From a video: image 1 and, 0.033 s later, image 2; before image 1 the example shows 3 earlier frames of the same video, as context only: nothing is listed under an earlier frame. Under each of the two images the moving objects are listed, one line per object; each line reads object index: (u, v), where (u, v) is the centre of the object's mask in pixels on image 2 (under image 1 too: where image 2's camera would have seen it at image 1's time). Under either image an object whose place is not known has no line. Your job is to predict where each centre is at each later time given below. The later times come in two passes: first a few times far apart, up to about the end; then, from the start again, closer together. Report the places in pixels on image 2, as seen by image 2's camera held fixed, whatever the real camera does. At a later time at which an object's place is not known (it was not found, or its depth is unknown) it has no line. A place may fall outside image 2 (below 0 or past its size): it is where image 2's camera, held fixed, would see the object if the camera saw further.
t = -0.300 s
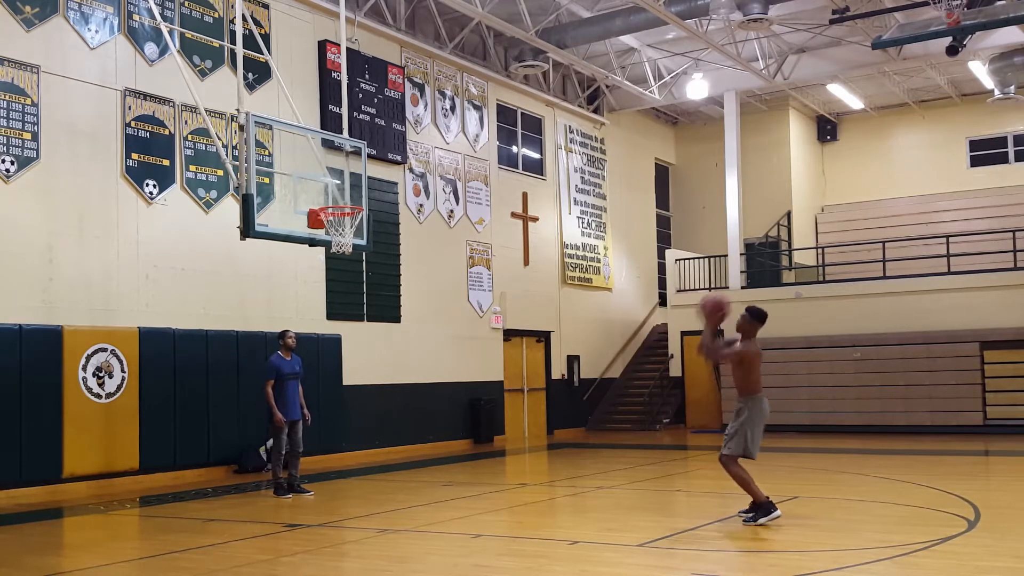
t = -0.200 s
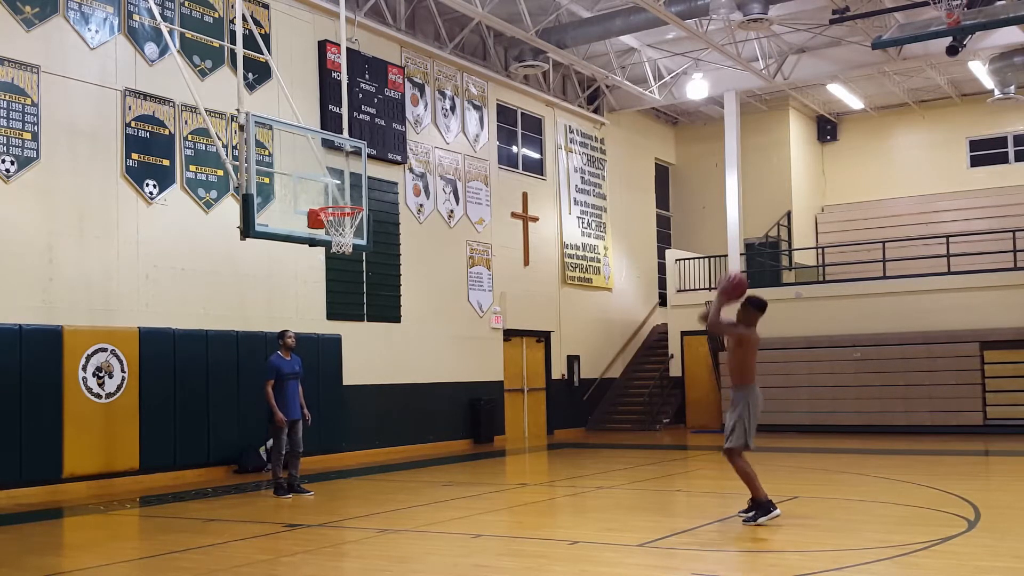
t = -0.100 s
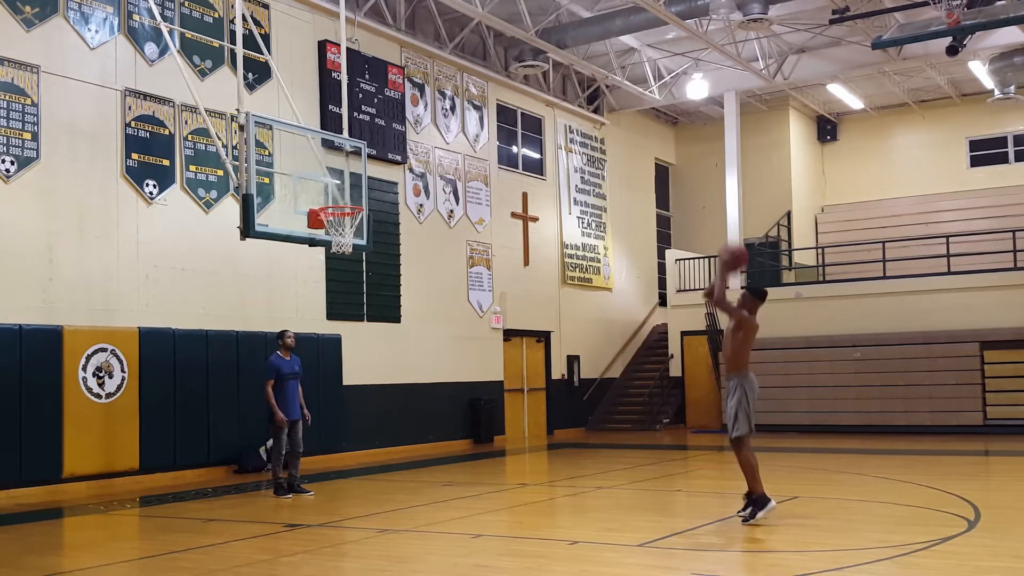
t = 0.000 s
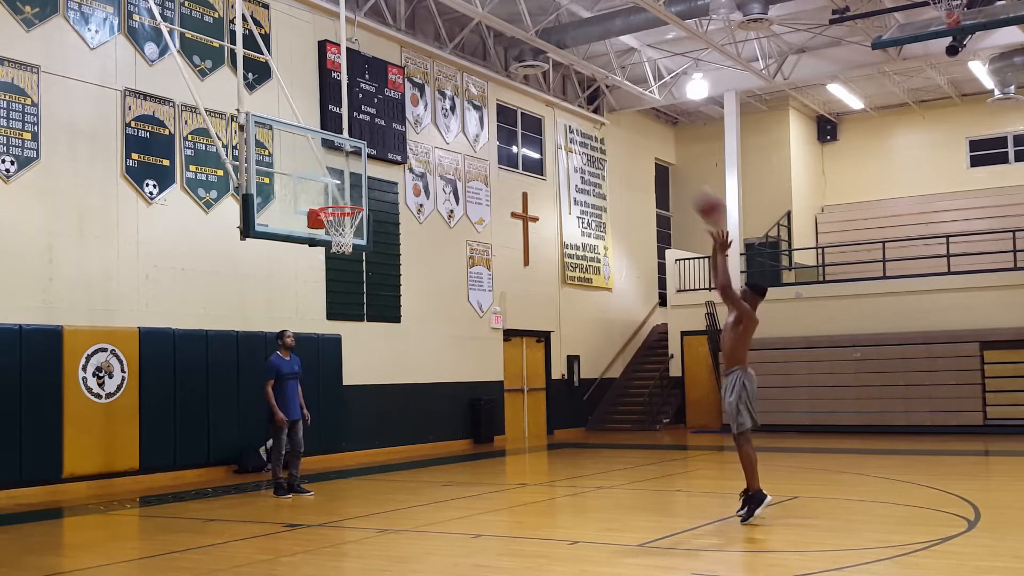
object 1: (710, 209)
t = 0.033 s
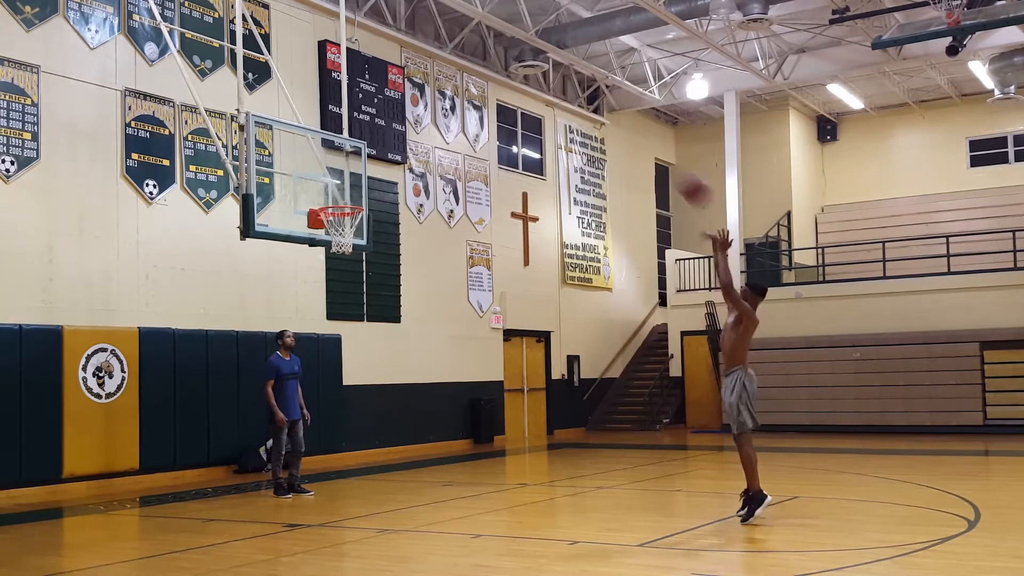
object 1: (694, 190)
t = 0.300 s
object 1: (580, 95)
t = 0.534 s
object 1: (492, 79)
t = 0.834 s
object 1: (394, 137)
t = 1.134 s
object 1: (331, 231)
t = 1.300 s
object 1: (340, 245)
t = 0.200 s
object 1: (620, 120)
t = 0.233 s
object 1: (605, 109)
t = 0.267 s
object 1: (593, 102)
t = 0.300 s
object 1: (580, 95)
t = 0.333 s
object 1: (567, 89)
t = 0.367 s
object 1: (555, 85)
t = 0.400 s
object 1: (539, 81)
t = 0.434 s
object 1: (527, 79)
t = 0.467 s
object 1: (514, 78)
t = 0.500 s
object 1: (504, 78)
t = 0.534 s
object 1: (492, 79)
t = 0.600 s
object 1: (468, 86)
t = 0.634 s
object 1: (458, 89)
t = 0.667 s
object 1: (447, 94)
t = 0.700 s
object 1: (436, 101)
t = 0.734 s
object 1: (426, 108)
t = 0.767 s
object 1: (413, 117)
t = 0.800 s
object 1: (404, 126)
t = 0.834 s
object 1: (394, 137)
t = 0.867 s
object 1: (386, 145)
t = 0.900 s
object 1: (377, 156)
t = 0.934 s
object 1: (365, 172)
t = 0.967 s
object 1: (356, 186)
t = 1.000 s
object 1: (348, 198)
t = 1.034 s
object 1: (339, 215)
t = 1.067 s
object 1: (330, 225)
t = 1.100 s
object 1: (329, 230)
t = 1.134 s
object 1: (331, 231)
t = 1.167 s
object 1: (334, 234)
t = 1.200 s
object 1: (335, 235)
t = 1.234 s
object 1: (338, 237)
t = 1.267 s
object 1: (338, 240)
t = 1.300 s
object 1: (340, 245)
